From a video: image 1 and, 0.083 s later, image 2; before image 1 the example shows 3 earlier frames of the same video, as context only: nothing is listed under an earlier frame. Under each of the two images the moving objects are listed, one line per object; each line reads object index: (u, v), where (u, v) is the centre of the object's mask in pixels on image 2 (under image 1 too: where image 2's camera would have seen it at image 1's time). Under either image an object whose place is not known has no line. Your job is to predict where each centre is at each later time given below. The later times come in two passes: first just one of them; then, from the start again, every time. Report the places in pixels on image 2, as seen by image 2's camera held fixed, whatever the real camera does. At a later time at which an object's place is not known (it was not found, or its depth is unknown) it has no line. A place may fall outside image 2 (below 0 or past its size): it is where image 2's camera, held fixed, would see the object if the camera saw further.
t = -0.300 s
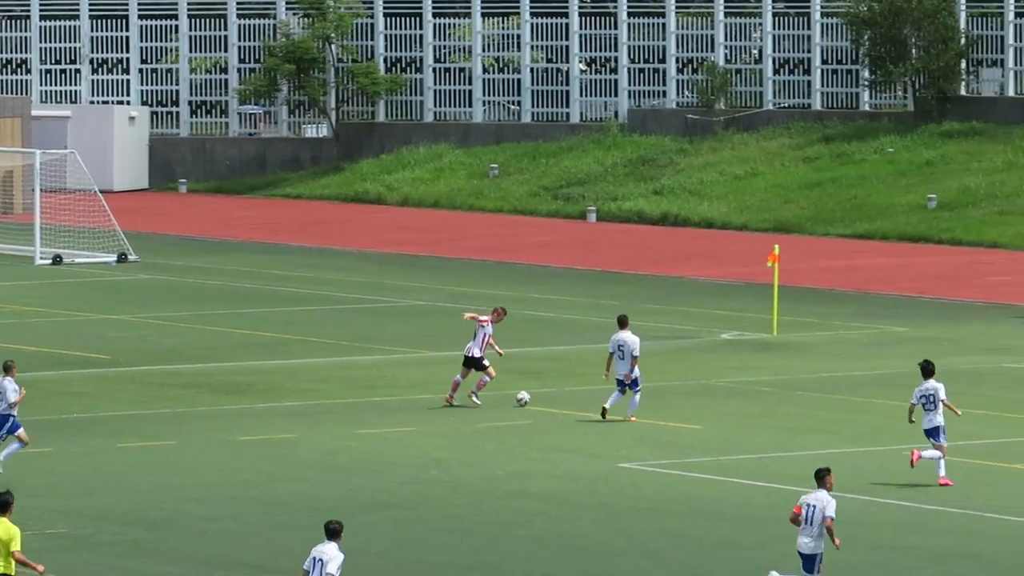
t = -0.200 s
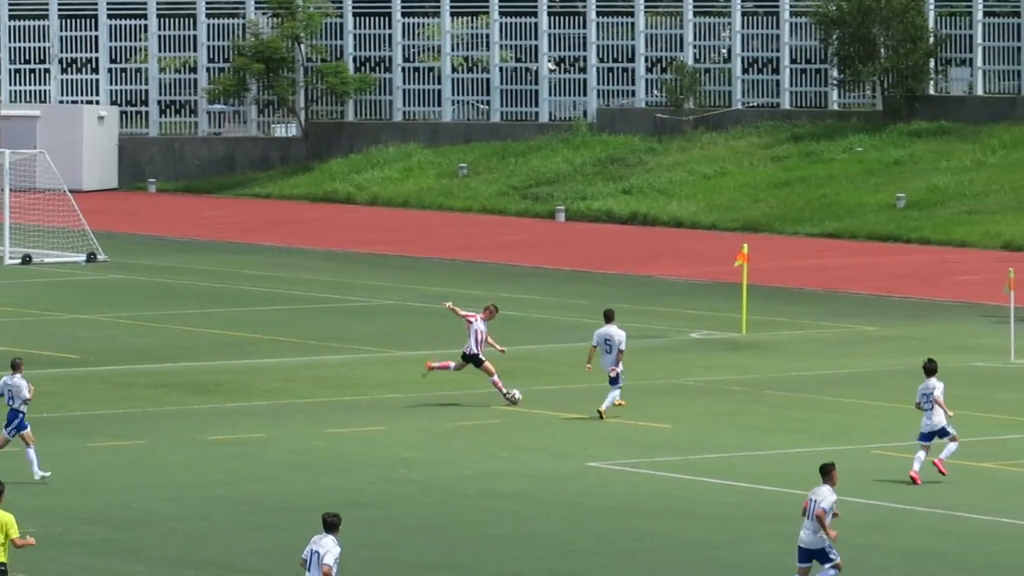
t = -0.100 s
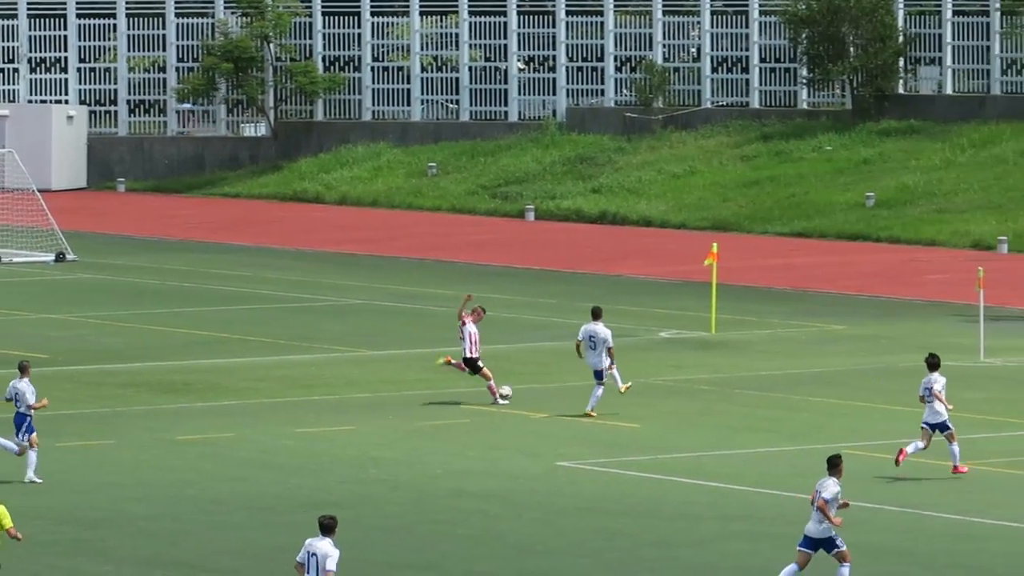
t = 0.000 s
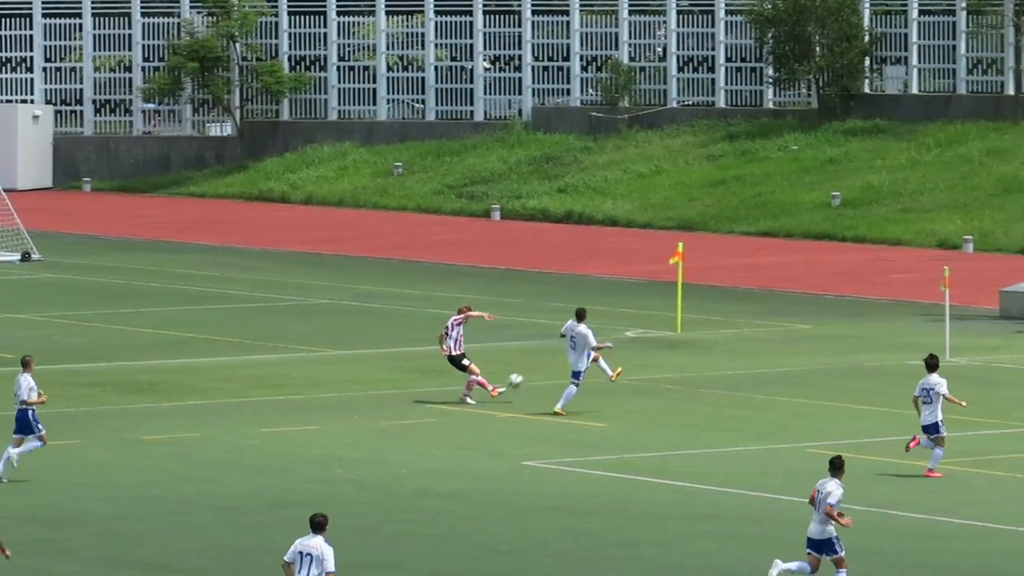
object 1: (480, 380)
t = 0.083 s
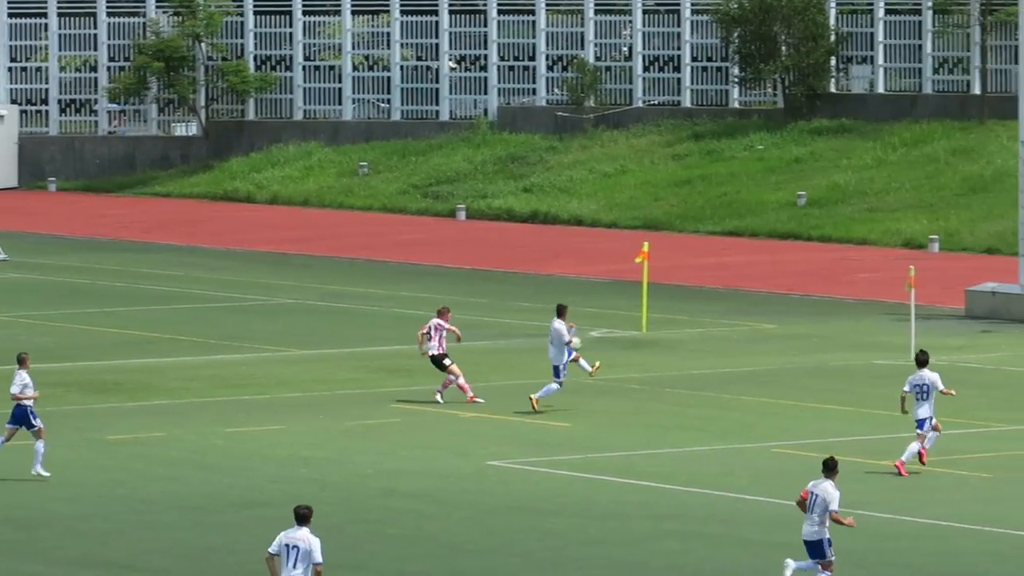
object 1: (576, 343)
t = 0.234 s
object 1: (738, 281)
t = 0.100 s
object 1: (592, 336)
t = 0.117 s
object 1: (611, 329)
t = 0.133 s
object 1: (630, 323)
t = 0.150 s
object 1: (648, 316)
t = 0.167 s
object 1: (666, 309)
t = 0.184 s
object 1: (684, 302)
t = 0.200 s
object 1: (703, 295)
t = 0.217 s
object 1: (720, 288)
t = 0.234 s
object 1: (738, 281)
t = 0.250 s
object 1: (756, 275)
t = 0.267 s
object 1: (774, 268)
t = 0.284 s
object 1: (792, 261)
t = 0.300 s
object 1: (809, 255)
